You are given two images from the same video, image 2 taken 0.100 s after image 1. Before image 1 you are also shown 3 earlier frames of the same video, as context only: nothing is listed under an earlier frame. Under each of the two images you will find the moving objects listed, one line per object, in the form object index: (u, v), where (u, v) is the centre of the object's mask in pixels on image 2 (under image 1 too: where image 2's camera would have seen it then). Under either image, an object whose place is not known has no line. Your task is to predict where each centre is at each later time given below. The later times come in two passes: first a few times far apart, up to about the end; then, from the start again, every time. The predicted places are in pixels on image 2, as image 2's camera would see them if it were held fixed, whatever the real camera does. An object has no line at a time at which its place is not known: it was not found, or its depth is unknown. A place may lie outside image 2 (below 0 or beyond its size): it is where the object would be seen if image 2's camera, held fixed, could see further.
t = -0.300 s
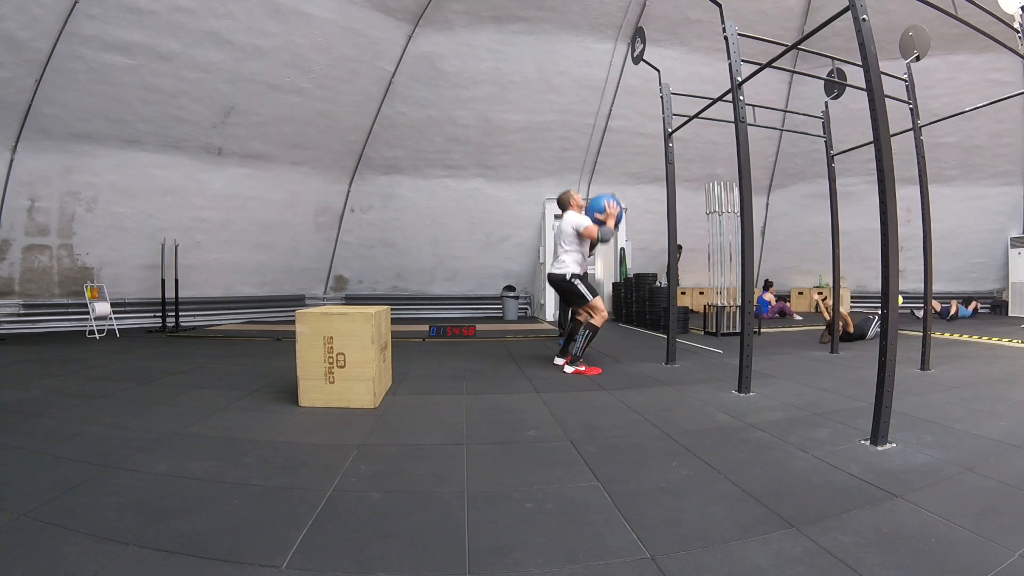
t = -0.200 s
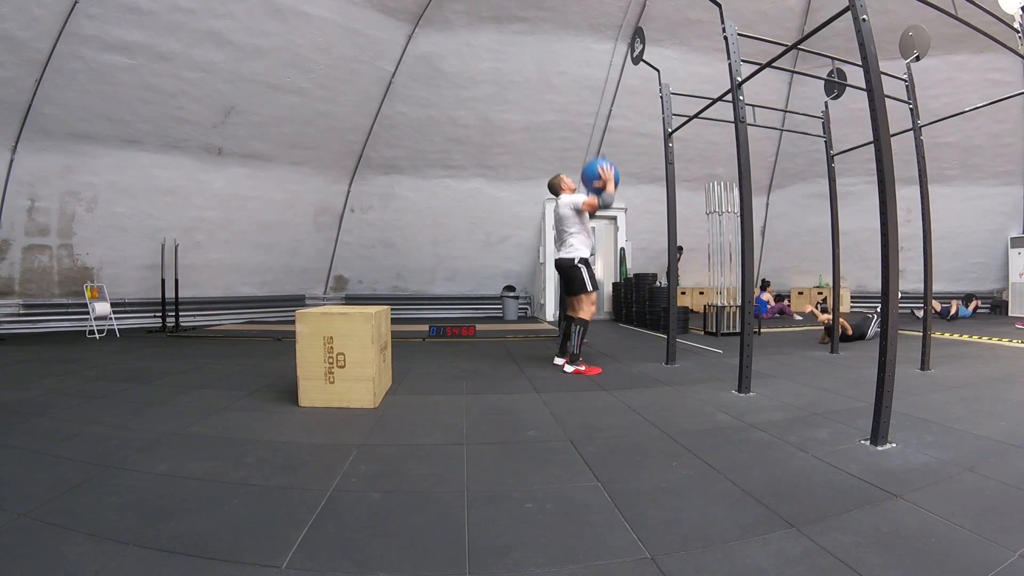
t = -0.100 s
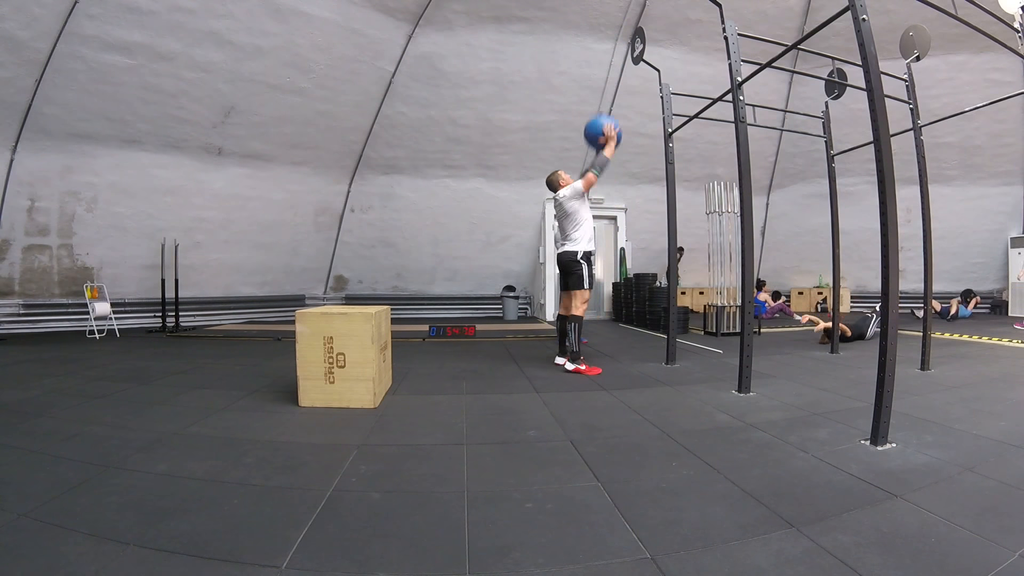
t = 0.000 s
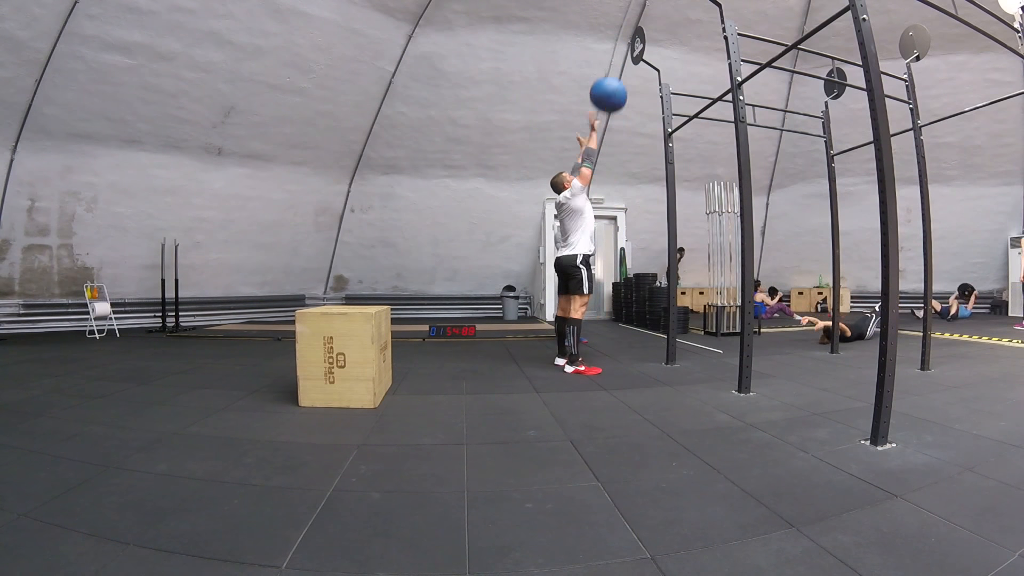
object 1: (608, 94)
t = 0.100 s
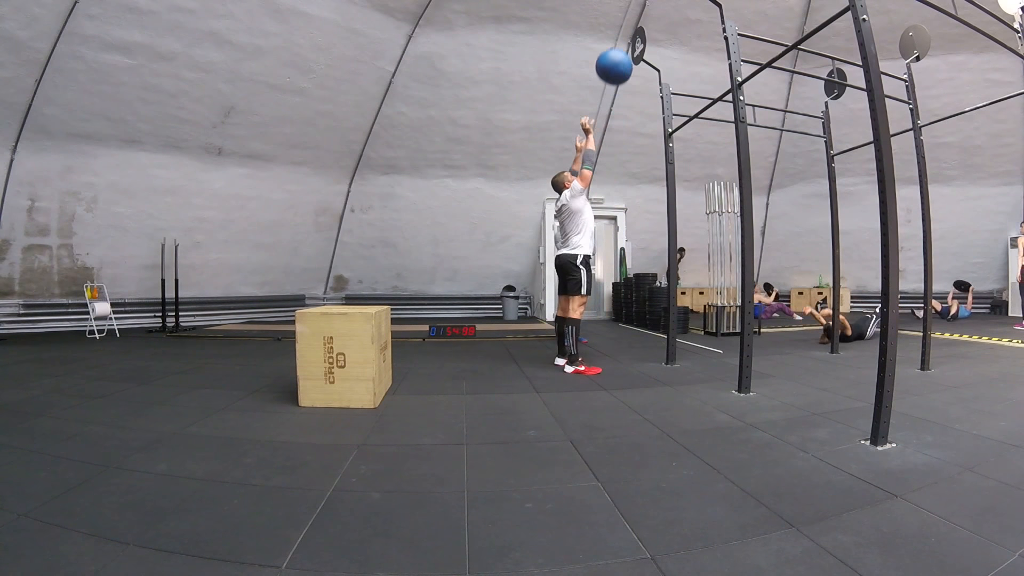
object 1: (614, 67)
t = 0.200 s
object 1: (620, 49)
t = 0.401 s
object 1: (619, 40)
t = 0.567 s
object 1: (614, 56)
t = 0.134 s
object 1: (616, 60)
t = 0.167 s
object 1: (618, 54)
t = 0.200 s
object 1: (620, 49)
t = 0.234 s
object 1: (621, 45)
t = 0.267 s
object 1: (622, 42)
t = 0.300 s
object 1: (623, 41)
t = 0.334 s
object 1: (622, 40)
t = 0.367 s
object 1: (620, 39)
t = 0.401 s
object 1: (619, 40)
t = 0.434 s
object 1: (618, 41)
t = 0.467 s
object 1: (617, 43)
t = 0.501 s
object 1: (616, 47)
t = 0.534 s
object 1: (615, 51)
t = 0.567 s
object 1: (614, 56)
